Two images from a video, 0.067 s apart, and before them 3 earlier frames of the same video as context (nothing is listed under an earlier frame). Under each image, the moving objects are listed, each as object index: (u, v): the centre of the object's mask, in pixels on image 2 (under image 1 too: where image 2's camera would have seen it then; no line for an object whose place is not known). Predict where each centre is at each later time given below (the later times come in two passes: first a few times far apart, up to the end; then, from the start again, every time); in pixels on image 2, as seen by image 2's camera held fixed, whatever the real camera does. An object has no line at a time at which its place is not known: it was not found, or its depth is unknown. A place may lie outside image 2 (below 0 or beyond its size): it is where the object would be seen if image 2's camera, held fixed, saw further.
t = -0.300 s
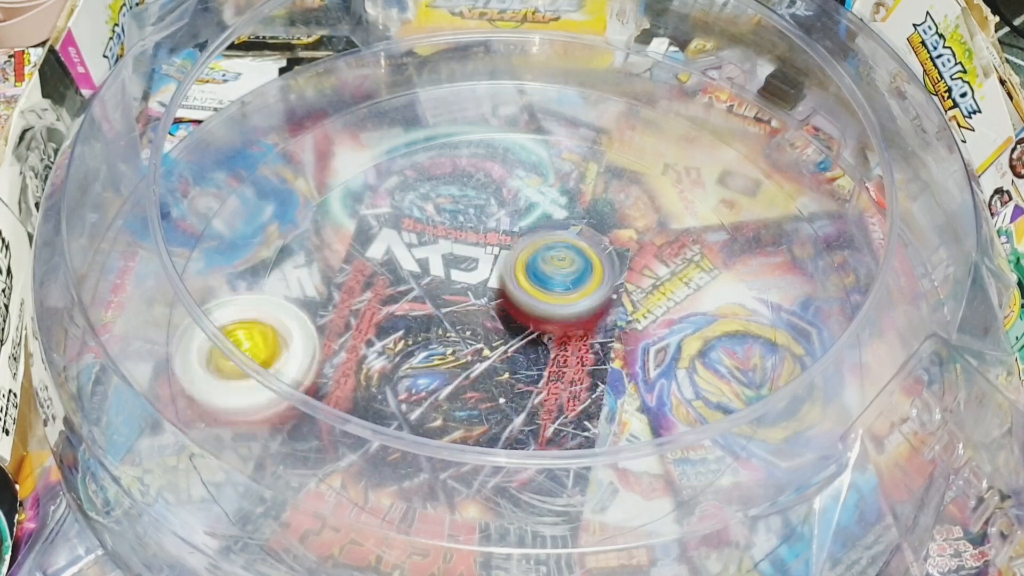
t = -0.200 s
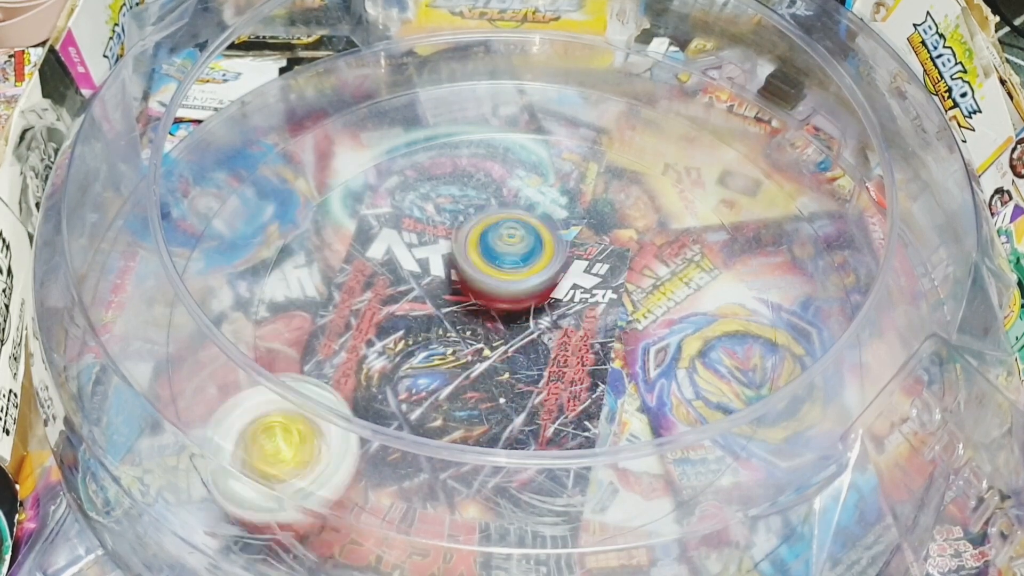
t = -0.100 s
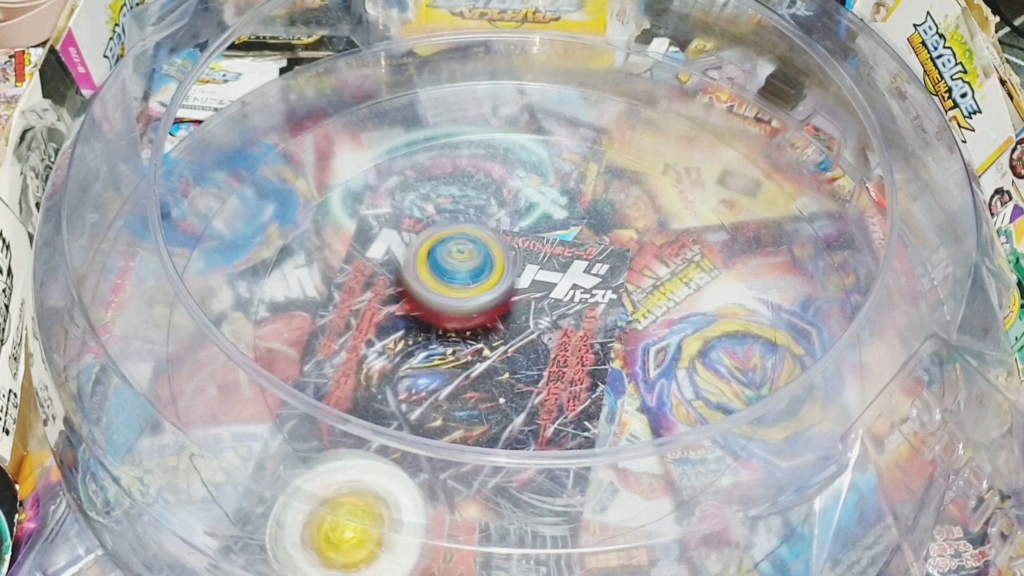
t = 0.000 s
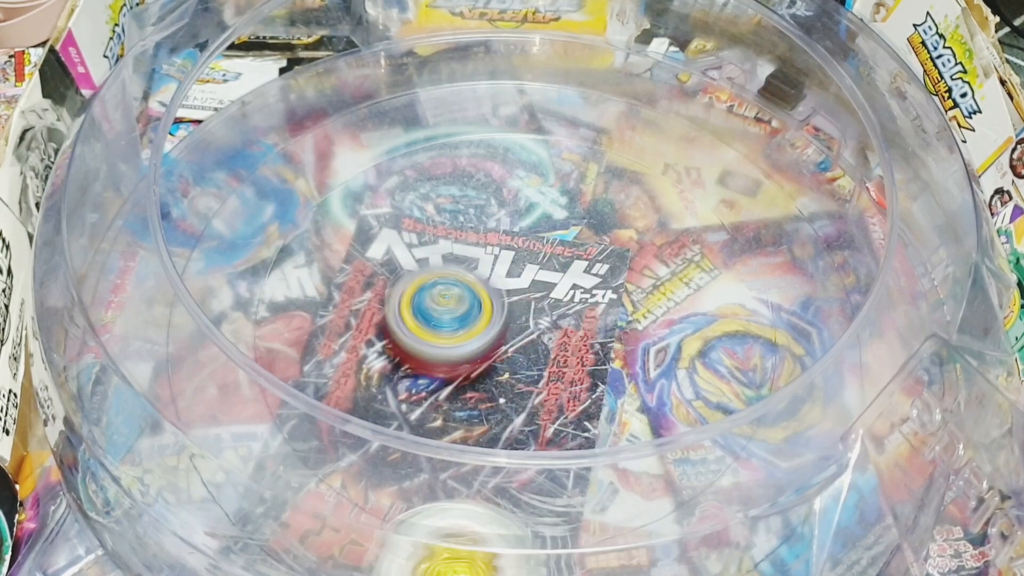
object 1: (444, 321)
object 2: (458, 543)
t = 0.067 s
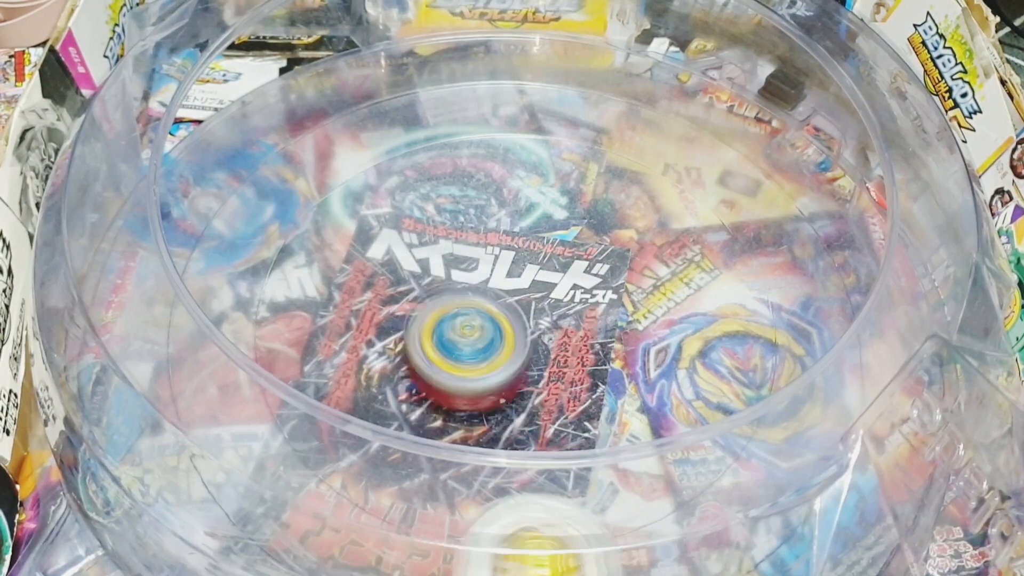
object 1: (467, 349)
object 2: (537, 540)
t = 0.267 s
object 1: (575, 337)
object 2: (725, 504)
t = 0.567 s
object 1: (486, 259)
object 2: (820, 307)
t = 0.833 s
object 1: (521, 351)
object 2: (765, 158)
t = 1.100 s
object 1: (565, 266)
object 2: (608, 96)
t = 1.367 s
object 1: (475, 314)
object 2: (425, 130)
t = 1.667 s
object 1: (579, 315)
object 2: (479, 467)
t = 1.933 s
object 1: (514, 305)
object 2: (854, 362)
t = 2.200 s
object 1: (520, 321)
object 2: (809, 212)
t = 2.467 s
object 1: (529, 317)
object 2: (695, 127)
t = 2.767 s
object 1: (525, 318)
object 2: (542, 108)
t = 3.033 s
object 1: (526, 318)
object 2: (384, 333)
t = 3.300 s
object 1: (522, 321)
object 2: (748, 399)
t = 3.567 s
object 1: (518, 321)
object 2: (835, 251)
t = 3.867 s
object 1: (520, 320)
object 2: (749, 164)
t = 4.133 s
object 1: (521, 318)
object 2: (628, 123)
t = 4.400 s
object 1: (523, 316)
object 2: (386, 252)
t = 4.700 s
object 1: (527, 312)
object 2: (667, 467)
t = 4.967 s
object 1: (531, 312)
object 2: (681, 218)
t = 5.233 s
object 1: (530, 312)
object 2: (337, 229)
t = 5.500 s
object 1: (528, 315)
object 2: (451, 482)
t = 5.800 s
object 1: (526, 319)
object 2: (670, 232)
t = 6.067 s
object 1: (523, 319)
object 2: (403, 139)
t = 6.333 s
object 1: (522, 321)
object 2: (422, 390)
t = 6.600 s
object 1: (521, 321)
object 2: (746, 292)
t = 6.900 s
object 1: (521, 320)
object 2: (518, 141)
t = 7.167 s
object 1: (521, 319)
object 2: (381, 376)
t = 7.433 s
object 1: (522, 318)
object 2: (707, 406)
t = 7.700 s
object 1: (522, 316)
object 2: (616, 188)
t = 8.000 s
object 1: (523, 316)
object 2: (323, 286)
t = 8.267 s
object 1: (527, 316)
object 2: (549, 437)
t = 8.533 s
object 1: (526, 317)
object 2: (645, 211)
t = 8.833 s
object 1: (527, 318)
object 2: (379, 210)
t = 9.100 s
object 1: (525, 316)
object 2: (521, 408)
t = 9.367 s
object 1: (521, 323)
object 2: (715, 275)
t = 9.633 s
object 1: (519, 321)
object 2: (514, 187)
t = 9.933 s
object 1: (529, 327)
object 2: (425, 407)
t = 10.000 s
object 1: (531, 325)
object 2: (494, 433)
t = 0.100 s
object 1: (485, 359)
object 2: (570, 538)
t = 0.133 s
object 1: (507, 363)
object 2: (606, 534)
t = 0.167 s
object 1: (527, 364)
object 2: (638, 529)
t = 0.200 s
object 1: (547, 360)
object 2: (667, 523)
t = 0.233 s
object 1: (563, 350)
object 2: (698, 515)
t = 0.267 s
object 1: (575, 337)
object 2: (725, 504)
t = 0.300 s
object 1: (583, 323)
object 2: (745, 488)
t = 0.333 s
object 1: (586, 305)
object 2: (761, 463)
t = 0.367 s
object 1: (582, 289)
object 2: (777, 442)
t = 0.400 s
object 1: (572, 273)
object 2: (791, 418)
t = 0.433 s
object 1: (560, 262)
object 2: (801, 396)
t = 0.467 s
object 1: (542, 254)
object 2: (812, 374)
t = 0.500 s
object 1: (525, 251)
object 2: (820, 355)
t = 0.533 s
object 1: (503, 254)
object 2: (821, 329)
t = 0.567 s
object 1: (486, 259)
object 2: (820, 307)
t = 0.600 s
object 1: (474, 269)
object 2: (817, 286)
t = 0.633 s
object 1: (465, 282)
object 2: (814, 267)
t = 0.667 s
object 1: (460, 300)
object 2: (812, 247)
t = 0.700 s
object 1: (463, 313)
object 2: (806, 228)
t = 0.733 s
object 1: (472, 328)
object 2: (797, 210)
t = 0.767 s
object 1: (486, 340)
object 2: (789, 192)
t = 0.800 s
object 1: (502, 349)
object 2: (778, 175)
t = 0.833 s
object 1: (521, 351)
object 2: (765, 158)
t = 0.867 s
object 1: (540, 349)
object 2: (749, 144)
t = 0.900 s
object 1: (557, 343)
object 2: (729, 130)
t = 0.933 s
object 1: (570, 333)
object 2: (709, 120)
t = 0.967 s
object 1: (577, 323)
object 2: (688, 111)
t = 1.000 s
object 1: (582, 308)
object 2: (667, 106)
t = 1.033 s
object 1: (581, 294)
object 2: (648, 102)
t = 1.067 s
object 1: (575, 277)
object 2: (628, 99)
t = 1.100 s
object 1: (565, 266)
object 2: (608, 96)
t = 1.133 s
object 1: (551, 258)
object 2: (586, 95)
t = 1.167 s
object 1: (535, 254)
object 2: (565, 94)
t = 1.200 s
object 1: (517, 256)
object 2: (543, 95)
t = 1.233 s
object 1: (501, 261)
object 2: (522, 97)
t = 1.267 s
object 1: (485, 272)
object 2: (500, 100)
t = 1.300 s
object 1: (478, 283)
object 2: (477, 105)
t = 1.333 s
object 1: (472, 298)
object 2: (452, 114)
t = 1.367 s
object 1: (475, 314)
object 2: (425, 130)
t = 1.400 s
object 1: (481, 328)
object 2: (395, 152)
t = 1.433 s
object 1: (493, 339)
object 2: (367, 179)
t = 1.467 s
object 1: (509, 347)
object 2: (342, 217)
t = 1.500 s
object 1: (525, 351)
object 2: (327, 263)
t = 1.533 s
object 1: (541, 352)
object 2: (327, 312)
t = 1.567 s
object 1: (557, 348)
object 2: (345, 359)
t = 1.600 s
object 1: (568, 338)
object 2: (379, 406)
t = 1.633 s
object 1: (577, 327)
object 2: (425, 439)
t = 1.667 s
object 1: (579, 315)
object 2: (479, 467)
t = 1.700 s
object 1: (577, 302)
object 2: (544, 483)
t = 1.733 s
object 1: (570, 293)
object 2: (611, 485)
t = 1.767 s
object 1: (560, 286)
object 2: (671, 471)
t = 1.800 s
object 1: (546, 285)
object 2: (725, 447)
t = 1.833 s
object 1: (535, 287)
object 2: (768, 425)
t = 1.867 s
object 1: (524, 295)
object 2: (802, 402)
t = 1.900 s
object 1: (518, 301)
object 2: (827, 375)
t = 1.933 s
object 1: (514, 305)
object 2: (854, 362)
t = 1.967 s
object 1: (511, 311)
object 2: (852, 337)
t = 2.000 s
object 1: (510, 315)
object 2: (850, 318)
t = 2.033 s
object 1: (509, 317)
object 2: (847, 295)
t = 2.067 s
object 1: (511, 319)
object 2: (841, 274)
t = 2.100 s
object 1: (513, 321)
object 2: (830, 258)
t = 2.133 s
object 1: (515, 322)
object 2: (825, 241)
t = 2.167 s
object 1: (518, 322)
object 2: (818, 225)
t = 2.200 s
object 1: (520, 321)
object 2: (809, 212)
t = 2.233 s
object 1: (522, 321)
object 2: (799, 197)
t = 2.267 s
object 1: (525, 320)
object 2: (785, 184)
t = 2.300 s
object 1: (527, 319)
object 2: (771, 172)
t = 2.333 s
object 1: (528, 318)
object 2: (757, 160)
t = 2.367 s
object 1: (528, 317)
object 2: (741, 151)
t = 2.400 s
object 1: (529, 317)
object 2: (727, 142)
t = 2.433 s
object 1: (529, 317)
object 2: (711, 134)
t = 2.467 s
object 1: (529, 317)
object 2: (695, 127)
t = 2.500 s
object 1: (529, 317)
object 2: (678, 120)
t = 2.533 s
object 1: (529, 317)
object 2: (663, 114)
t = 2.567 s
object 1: (529, 317)
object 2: (644, 111)
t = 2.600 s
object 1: (528, 317)
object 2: (627, 108)
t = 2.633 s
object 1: (527, 317)
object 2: (610, 106)
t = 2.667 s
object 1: (527, 317)
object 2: (595, 105)
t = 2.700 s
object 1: (526, 318)
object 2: (580, 106)
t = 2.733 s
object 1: (526, 318)
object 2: (563, 106)
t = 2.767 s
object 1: (525, 318)
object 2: (542, 108)
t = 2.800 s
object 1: (525, 318)
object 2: (520, 115)
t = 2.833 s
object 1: (525, 318)
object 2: (491, 130)
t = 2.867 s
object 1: (525, 318)
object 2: (462, 150)
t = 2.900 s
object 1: (525, 318)
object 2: (432, 172)
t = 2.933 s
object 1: (525, 318)
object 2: (406, 200)
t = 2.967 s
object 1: (525, 318)
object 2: (386, 241)
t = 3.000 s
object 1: (525, 318)
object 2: (380, 285)
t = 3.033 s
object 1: (526, 318)
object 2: (384, 333)
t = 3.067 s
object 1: (526, 319)
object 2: (408, 374)
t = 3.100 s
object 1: (526, 320)
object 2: (445, 413)
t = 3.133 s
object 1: (525, 320)
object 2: (495, 443)
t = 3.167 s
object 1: (525, 320)
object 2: (543, 453)
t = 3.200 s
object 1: (524, 321)
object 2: (605, 465)
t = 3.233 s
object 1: (523, 321)
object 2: (661, 455)
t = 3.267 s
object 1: (523, 322)
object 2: (715, 439)
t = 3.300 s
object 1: (522, 321)
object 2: (748, 399)
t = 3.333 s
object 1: (522, 321)
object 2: (774, 370)
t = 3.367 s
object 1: (521, 321)
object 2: (797, 346)
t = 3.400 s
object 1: (520, 322)
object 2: (816, 322)
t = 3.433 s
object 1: (520, 322)
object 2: (825, 304)
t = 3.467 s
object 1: (519, 321)
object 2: (830, 288)
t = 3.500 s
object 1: (518, 321)
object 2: (830, 275)
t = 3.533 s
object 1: (518, 321)
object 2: (834, 265)
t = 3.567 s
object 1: (518, 321)
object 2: (835, 251)
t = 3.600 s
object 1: (518, 321)
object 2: (825, 238)
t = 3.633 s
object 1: (517, 321)
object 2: (816, 226)
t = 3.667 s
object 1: (517, 321)
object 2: (807, 219)
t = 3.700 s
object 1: (518, 321)
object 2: (800, 209)
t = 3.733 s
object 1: (518, 321)
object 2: (792, 199)
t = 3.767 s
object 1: (518, 320)
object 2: (782, 189)
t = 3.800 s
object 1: (519, 321)
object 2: (770, 182)
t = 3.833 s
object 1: (519, 321)
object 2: (760, 173)
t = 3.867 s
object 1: (520, 320)
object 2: (749, 164)
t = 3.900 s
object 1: (520, 321)
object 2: (736, 156)
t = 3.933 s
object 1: (520, 320)
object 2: (721, 150)
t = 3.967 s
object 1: (521, 320)
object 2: (708, 144)
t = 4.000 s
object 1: (521, 319)
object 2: (693, 138)
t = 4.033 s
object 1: (521, 318)
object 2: (678, 133)
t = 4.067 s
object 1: (521, 318)
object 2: (661, 128)
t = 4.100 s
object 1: (521, 318)
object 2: (643, 126)
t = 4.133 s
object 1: (521, 318)
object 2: (628, 123)
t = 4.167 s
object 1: (522, 317)
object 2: (606, 121)
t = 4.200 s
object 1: (522, 317)
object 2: (579, 123)
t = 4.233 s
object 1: (522, 317)
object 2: (548, 129)
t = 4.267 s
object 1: (522, 316)
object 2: (512, 145)
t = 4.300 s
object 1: (523, 316)
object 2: (473, 161)
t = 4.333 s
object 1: (523, 315)
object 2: (441, 183)
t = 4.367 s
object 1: (523, 315)
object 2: (409, 215)
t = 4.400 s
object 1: (523, 316)
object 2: (386, 252)
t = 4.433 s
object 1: (523, 316)
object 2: (376, 294)
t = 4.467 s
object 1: (522, 316)
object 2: (376, 340)
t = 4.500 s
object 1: (522, 316)
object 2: (393, 375)
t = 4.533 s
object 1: (521, 315)
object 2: (419, 422)
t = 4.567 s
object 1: (521, 315)
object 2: (462, 447)
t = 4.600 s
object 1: (522, 314)
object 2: (514, 471)
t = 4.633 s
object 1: (523, 313)
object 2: (563, 481)
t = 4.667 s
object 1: (525, 312)
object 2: (620, 480)
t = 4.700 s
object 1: (527, 312)
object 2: (667, 467)
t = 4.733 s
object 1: (528, 312)
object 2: (707, 443)
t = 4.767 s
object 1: (529, 312)
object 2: (730, 417)
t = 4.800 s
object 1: (530, 312)
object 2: (750, 381)
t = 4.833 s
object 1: (530, 312)
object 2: (759, 340)
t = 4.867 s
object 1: (530, 312)
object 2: (757, 309)
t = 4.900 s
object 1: (530, 312)
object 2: (743, 277)
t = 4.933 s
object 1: (530, 312)
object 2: (719, 246)
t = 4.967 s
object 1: (531, 312)
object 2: (681, 218)
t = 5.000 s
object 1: (530, 312)
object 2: (645, 198)
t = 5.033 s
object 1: (531, 312)
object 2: (601, 184)
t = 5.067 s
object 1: (531, 312)
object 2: (556, 172)
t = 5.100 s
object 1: (531, 312)
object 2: (508, 171)
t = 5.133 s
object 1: (531, 312)
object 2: (457, 176)
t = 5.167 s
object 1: (530, 312)
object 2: (413, 186)
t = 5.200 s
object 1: (530, 312)
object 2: (370, 203)
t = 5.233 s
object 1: (530, 312)
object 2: (337, 229)
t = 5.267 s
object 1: (530, 312)
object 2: (312, 265)
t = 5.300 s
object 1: (529, 313)
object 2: (295, 296)
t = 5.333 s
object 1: (529, 313)
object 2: (296, 328)
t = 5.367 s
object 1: (529, 313)
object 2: (298, 371)
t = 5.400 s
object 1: (529, 313)
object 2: (322, 403)
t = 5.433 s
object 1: (529, 314)
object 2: (349, 440)
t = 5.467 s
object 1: (529, 315)
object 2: (397, 465)
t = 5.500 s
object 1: (528, 315)
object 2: (451, 482)
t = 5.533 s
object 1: (528, 316)
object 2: (504, 482)
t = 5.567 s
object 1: (528, 317)
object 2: (557, 472)
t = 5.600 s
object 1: (528, 317)
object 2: (606, 446)
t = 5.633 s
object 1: (527, 318)
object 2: (640, 418)
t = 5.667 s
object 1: (528, 319)
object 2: (673, 383)
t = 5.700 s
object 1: (527, 319)
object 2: (690, 346)
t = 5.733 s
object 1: (527, 319)
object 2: (694, 308)
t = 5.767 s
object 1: (527, 319)
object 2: (690, 269)
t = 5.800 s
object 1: (526, 319)
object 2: (670, 232)
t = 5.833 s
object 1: (526, 319)
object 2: (650, 202)
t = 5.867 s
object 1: (526, 319)
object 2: (621, 173)
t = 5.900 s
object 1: (525, 319)
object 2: (586, 155)
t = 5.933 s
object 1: (524, 319)
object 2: (552, 132)
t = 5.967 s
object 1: (524, 319)
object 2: (513, 123)
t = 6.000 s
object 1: (523, 319)
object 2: (473, 120)
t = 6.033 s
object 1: (524, 319)
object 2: (435, 123)
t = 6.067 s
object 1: (523, 319)
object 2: (403, 139)
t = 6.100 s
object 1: (524, 319)
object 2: (369, 154)
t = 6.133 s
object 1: (523, 320)
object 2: (344, 182)
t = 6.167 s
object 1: (523, 320)
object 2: (328, 213)
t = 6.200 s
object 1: (523, 320)
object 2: (318, 250)
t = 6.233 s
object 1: (523, 320)
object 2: (323, 290)
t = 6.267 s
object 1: (522, 321)
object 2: (345, 334)
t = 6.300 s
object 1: (522, 321)
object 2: (372, 366)
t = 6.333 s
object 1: (522, 321)
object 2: (422, 390)
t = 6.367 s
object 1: (522, 318)
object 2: (472, 406)
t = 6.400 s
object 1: (521, 319)
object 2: (526, 428)
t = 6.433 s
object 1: (521, 320)
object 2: (584, 421)
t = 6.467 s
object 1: (521, 321)
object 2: (630, 408)
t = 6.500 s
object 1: (521, 321)
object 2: (675, 384)
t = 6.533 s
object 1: (521, 321)
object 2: (711, 357)
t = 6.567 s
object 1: (522, 321)
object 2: (732, 327)
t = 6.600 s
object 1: (521, 321)
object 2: (746, 292)
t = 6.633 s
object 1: (521, 322)
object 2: (747, 259)
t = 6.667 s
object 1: (520, 321)
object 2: (742, 229)
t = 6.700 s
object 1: (520, 321)
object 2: (725, 197)
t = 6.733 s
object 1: (520, 321)
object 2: (700, 176)
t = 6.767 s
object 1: (520, 319)
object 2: (669, 156)
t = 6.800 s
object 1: (521, 320)
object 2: (630, 140)
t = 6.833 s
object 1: (521, 319)
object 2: (596, 135)
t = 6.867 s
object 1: (521, 319)
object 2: (557, 135)
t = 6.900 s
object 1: (521, 320)
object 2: (518, 141)
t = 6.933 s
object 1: (521, 319)
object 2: (480, 156)
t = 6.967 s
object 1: (521, 320)
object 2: (445, 170)
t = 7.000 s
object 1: (521, 319)
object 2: (415, 195)
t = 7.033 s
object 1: (521, 319)
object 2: (387, 228)
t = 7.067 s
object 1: (521, 319)
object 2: (368, 259)
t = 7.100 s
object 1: (521, 319)
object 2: (362, 301)
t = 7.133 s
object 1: (521, 320)
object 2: (366, 344)
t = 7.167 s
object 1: (521, 319)
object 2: (381, 376)
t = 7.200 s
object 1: (521, 319)
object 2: (410, 416)
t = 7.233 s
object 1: (521, 318)
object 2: (451, 439)
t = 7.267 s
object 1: (522, 318)
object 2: (497, 467)
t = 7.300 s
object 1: (522, 318)
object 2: (547, 469)
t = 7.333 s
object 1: (522, 318)
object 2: (598, 467)
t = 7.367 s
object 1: (522, 318)
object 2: (638, 444)
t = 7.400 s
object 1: (522, 318)
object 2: (673, 433)
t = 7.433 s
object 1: (522, 318)
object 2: (707, 406)
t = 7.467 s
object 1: (523, 318)
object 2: (720, 368)
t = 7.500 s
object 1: (522, 318)
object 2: (734, 347)
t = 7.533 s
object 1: (522, 318)
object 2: (733, 313)
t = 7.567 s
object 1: (522, 318)
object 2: (722, 285)
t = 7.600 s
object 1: (522, 317)
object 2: (707, 256)
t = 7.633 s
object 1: (522, 317)
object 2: (678, 233)
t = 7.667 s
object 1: (522, 316)
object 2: (650, 210)
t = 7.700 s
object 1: (522, 316)
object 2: (616, 188)
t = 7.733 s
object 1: (522, 316)
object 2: (581, 177)
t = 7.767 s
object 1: (522, 316)
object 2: (539, 171)
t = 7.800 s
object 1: (523, 316)
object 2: (497, 170)
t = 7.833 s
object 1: (524, 317)
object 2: (457, 179)
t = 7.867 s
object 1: (524, 317)
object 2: (419, 187)
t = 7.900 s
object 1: (524, 317)
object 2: (381, 201)
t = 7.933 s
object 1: (523, 317)
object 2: (356, 225)
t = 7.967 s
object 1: (523, 316)
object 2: (335, 252)
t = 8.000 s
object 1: (523, 316)
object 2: (323, 286)
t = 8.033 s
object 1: (523, 316)
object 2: (317, 313)
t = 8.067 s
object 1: (523, 316)
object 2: (329, 347)
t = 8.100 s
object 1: (524, 316)
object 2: (344, 376)
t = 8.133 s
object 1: (525, 316)
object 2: (375, 402)
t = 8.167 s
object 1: (526, 316)
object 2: (414, 424)
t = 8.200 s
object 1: (527, 316)
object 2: (454, 438)
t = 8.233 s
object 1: (527, 316)
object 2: (505, 441)
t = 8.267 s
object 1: (527, 316)
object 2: (549, 437)
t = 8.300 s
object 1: (528, 316)
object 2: (591, 408)
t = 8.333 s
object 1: (528, 317)
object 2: (625, 396)
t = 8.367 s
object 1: (527, 316)
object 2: (659, 372)
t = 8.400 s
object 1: (527, 316)
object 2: (671, 339)
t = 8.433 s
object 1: (527, 316)
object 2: (682, 303)
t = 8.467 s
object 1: (527, 316)
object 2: (677, 270)
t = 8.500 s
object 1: (527, 316)
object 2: (668, 240)
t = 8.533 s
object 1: (526, 317)
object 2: (645, 211)
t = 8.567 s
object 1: (526, 317)
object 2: (624, 191)
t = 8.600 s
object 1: (526, 316)
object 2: (595, 171)
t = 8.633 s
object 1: (526, 317)
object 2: (565, 159)
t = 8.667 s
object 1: (526, 317)
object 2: (530, 151)
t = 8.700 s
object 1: (526, 317)
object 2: (496, 151)
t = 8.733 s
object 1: (527, 318)
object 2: (462, 156)
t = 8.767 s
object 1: (526, 318)
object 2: (431, 170)
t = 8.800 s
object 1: (526, 318)
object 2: (404, 185)
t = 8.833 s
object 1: (527, 318)
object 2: (379, 210)
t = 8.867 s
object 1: (527, 319)
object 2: (366, 238)
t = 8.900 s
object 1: (528, 319)
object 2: (360, 269)
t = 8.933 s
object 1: (528, 319)
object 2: (364, 301)
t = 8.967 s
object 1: (527, 320)
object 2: (378, 336)
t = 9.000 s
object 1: (526, 320)
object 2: (402, 366)
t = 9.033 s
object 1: (528, 318)
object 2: (436, 387)
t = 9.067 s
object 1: (528, 317)
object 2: (474, 401)
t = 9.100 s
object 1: (525, 316)
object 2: (521, 408)
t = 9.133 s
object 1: (523, 318)
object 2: (561, 418)
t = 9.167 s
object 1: (524, 321)
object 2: (607, 409)
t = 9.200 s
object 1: (523, 322)
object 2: (639, 393)
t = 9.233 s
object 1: (522, 323)
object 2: (674, 376)
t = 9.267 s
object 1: (522, 322)
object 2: (694, 356)
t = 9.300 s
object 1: (522, 323)
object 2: (711, 327)
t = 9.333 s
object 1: (522, 323)
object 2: (715, 301)
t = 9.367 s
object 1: (521, 323)
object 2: (715, 275)
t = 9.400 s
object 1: (521, 322)
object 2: (703, 254)
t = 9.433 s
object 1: (522, 323)
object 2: (690, 231)
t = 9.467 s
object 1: (521, 323)
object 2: (667, 213)
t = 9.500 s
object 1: (521, 322)
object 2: (643, 198)
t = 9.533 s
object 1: (521, 322)
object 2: (615, 187)
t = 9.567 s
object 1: (521, 322)
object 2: (584, 183)
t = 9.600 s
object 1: (520, 322)
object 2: (548, 185)
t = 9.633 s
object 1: (519, 321)
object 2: (514, 187)
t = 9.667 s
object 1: (520, 320)
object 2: (477, 198)
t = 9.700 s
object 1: (520, 320)
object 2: (446, 219)
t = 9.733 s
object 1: (521, 322)
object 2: (415, 241)
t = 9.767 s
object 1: (524, 324)
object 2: (395, 266)
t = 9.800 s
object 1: (525, 326)
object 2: (381, 295)
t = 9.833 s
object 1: (527, 327)
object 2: (379, 325)
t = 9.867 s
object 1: (527, 328)
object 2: (383, 357)
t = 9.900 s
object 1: (528, 327)
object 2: (402, 379)
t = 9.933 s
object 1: (529, 327)
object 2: (425, 407)
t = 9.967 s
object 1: (531, 326)
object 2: (459, 422)
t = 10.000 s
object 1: (531, 325)
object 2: (494, 433)
